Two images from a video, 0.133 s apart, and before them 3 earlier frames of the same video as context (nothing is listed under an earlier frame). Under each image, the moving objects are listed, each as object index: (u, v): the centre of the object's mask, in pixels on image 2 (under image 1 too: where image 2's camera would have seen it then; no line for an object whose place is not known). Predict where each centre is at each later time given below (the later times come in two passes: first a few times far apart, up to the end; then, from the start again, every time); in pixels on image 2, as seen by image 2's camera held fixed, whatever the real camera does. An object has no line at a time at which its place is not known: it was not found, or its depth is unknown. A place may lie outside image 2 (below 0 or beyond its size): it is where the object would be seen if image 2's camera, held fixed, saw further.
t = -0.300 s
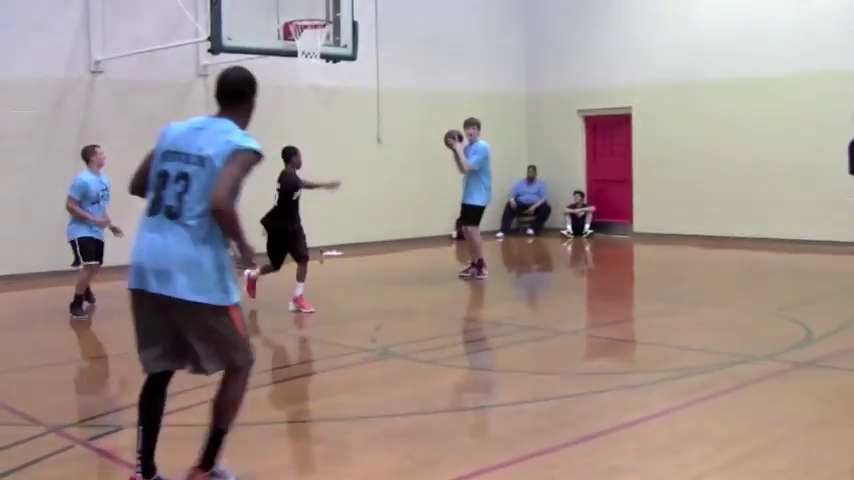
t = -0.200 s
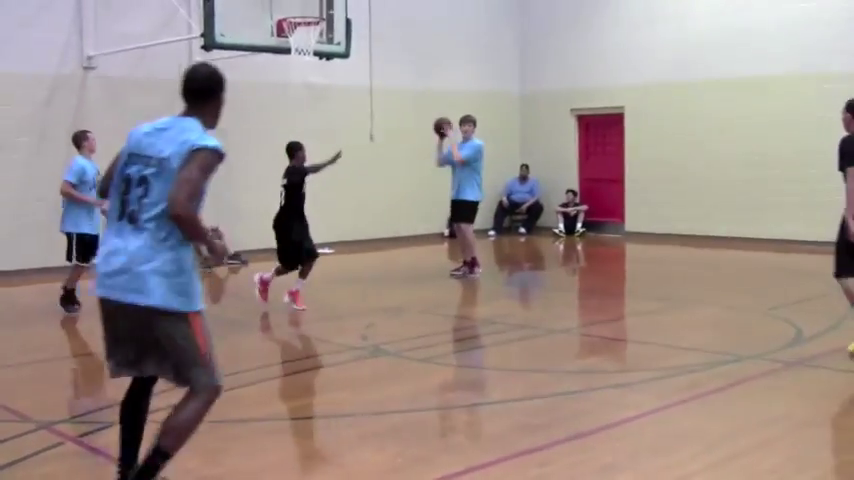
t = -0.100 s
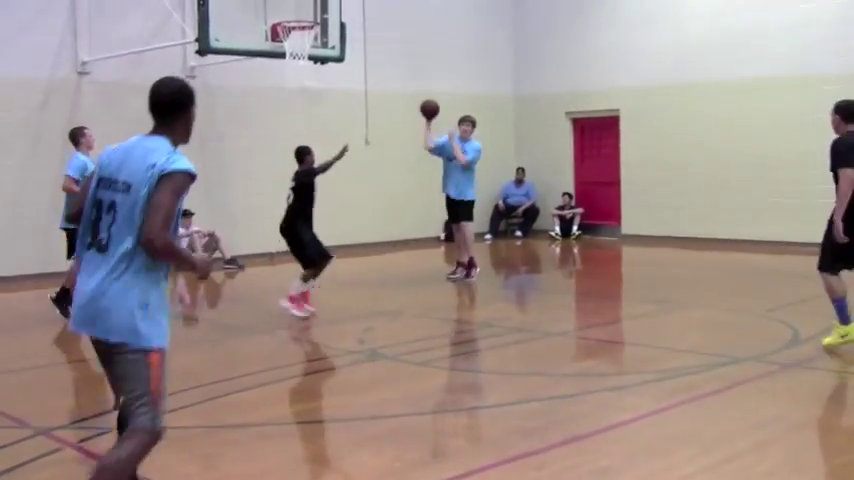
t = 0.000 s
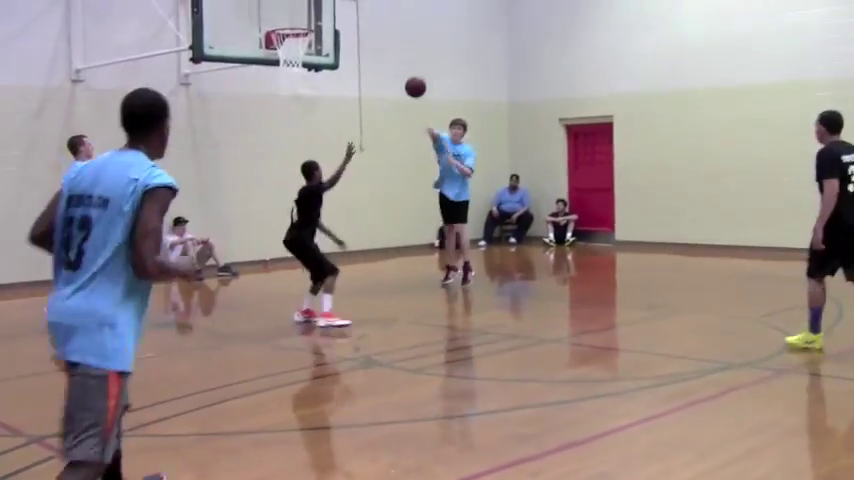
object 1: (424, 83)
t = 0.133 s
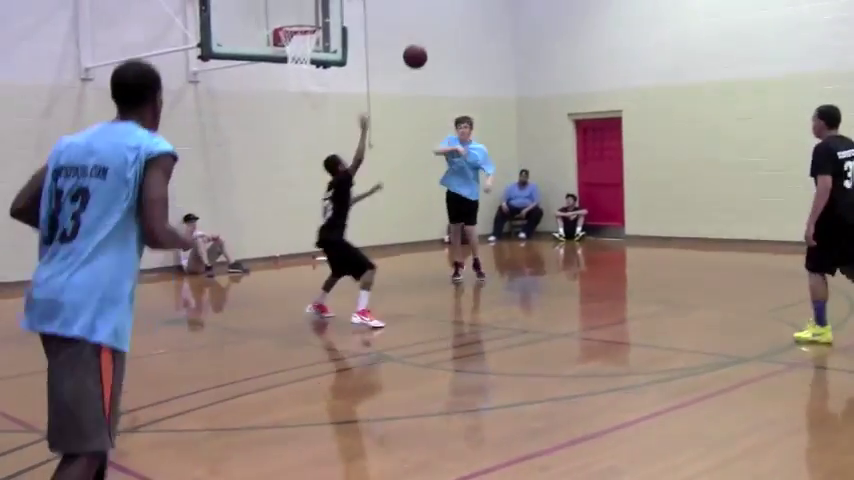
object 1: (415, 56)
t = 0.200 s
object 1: (410, 47)
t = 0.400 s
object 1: (388, 44)
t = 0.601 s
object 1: (360, 107)
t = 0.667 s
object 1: (343, 159)
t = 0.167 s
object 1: (413, 51)
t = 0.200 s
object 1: (410, 47)
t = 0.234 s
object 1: (406, 44)
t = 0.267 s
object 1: (402, 42)
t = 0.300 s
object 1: (401, 40)
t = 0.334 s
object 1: (398, 40)
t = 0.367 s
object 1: (394, 41)
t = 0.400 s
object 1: (388, 44)
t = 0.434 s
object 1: (385, 48)
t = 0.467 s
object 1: (383, 54)
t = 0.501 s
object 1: (378, 62)
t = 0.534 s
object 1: (374, 74)
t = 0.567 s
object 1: (367, 89)
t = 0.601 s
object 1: (360, 107)
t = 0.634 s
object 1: (352, 130)
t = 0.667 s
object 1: (343, 159)
